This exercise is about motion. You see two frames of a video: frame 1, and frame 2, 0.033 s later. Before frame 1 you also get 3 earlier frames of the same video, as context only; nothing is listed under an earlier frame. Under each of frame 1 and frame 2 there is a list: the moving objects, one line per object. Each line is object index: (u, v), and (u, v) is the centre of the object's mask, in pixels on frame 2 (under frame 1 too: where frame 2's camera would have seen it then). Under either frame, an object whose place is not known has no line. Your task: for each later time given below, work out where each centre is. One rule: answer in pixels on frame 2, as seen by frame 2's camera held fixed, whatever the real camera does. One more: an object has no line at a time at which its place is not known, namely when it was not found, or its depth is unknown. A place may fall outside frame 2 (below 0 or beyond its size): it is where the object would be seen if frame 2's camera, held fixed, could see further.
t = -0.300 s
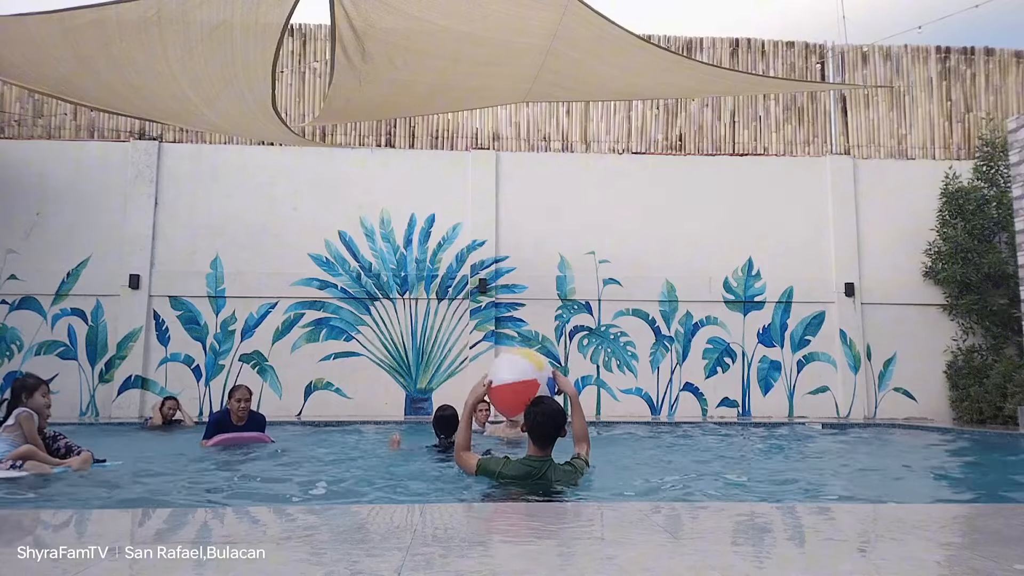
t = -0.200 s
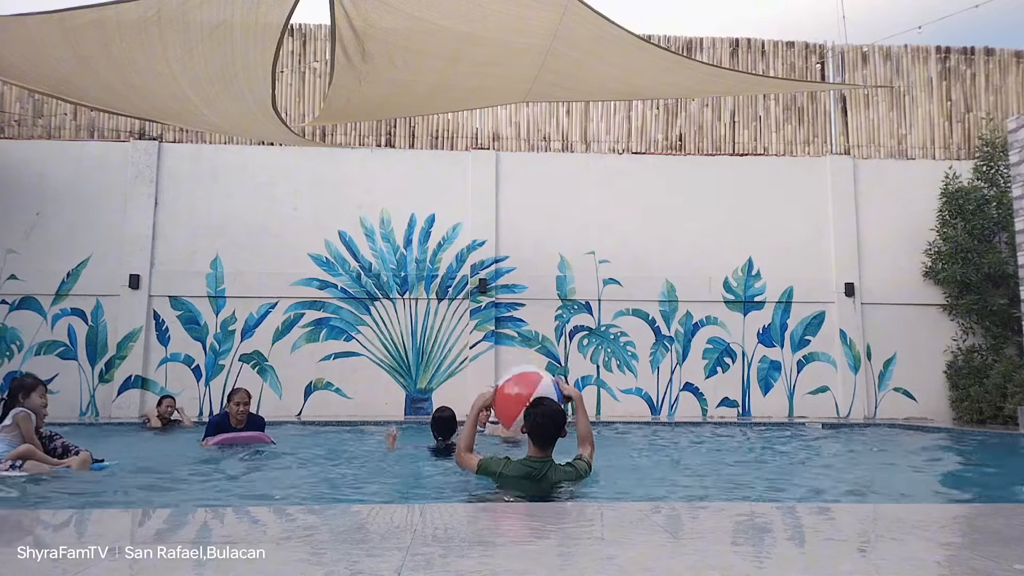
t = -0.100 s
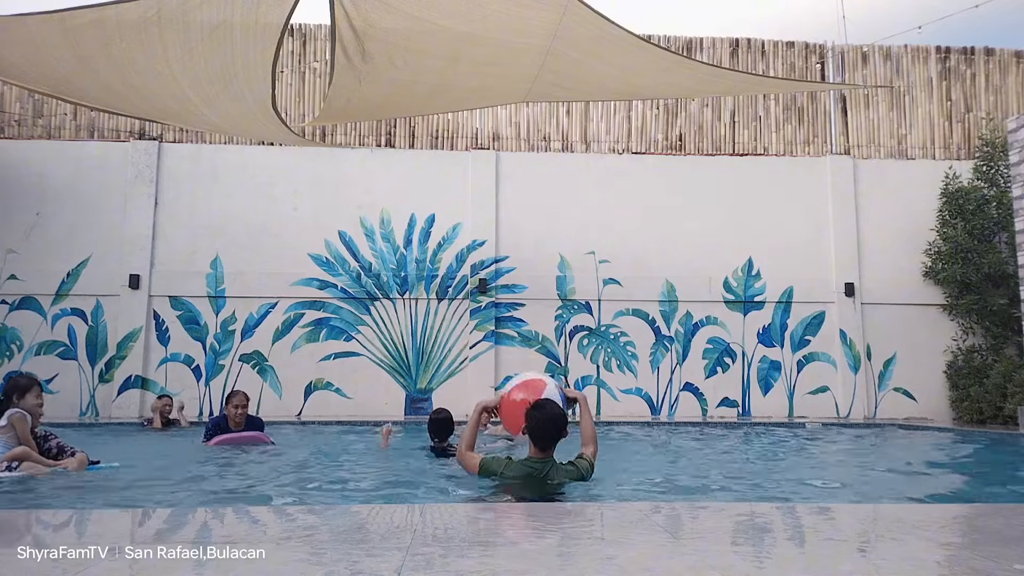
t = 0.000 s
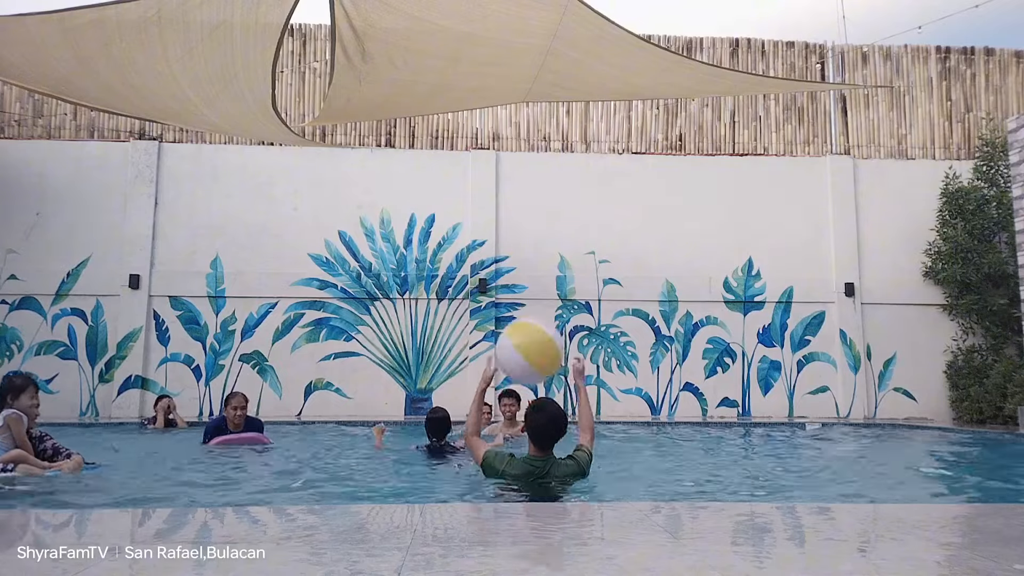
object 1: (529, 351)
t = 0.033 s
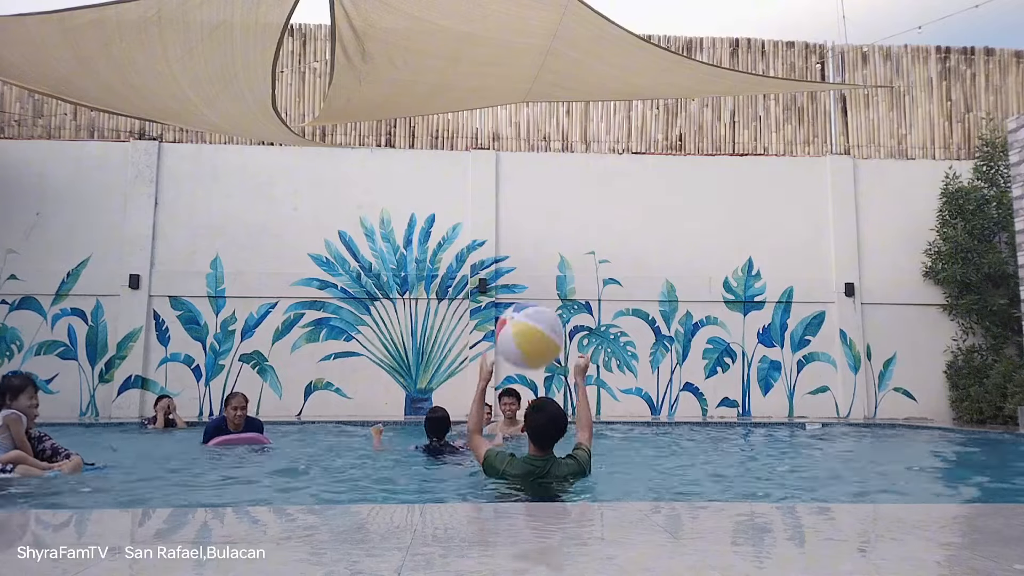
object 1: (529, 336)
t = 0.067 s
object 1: (529, 323)
